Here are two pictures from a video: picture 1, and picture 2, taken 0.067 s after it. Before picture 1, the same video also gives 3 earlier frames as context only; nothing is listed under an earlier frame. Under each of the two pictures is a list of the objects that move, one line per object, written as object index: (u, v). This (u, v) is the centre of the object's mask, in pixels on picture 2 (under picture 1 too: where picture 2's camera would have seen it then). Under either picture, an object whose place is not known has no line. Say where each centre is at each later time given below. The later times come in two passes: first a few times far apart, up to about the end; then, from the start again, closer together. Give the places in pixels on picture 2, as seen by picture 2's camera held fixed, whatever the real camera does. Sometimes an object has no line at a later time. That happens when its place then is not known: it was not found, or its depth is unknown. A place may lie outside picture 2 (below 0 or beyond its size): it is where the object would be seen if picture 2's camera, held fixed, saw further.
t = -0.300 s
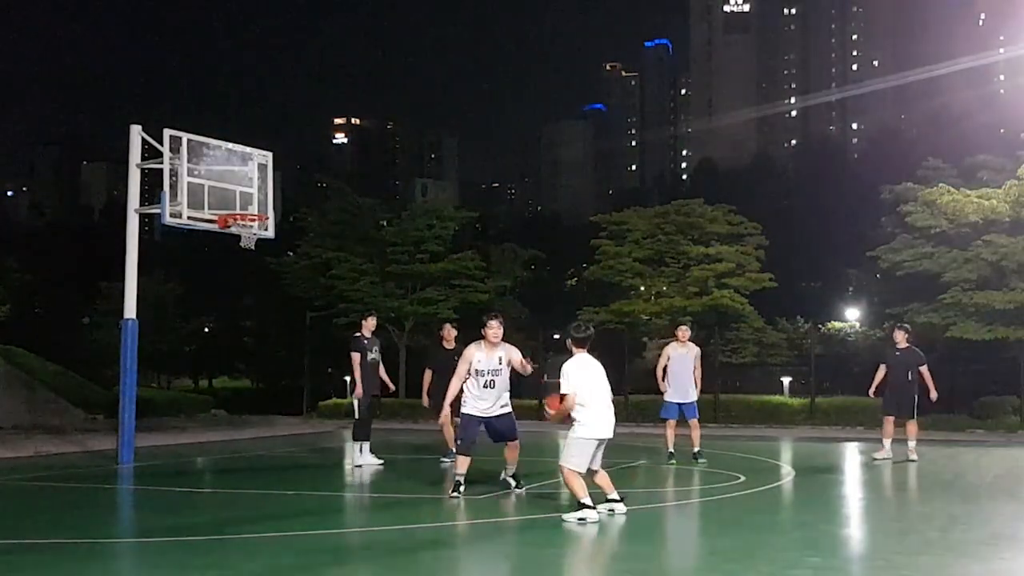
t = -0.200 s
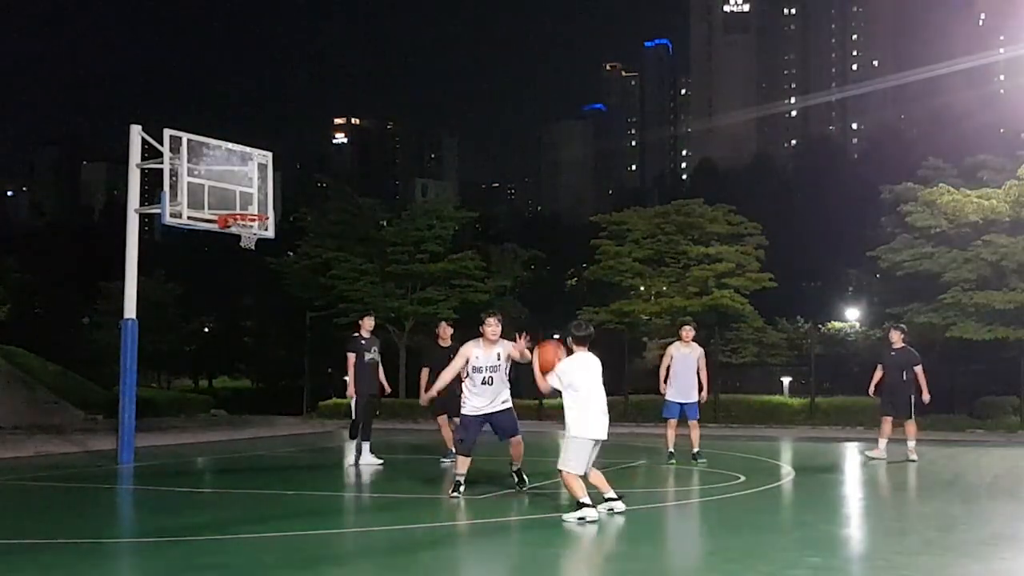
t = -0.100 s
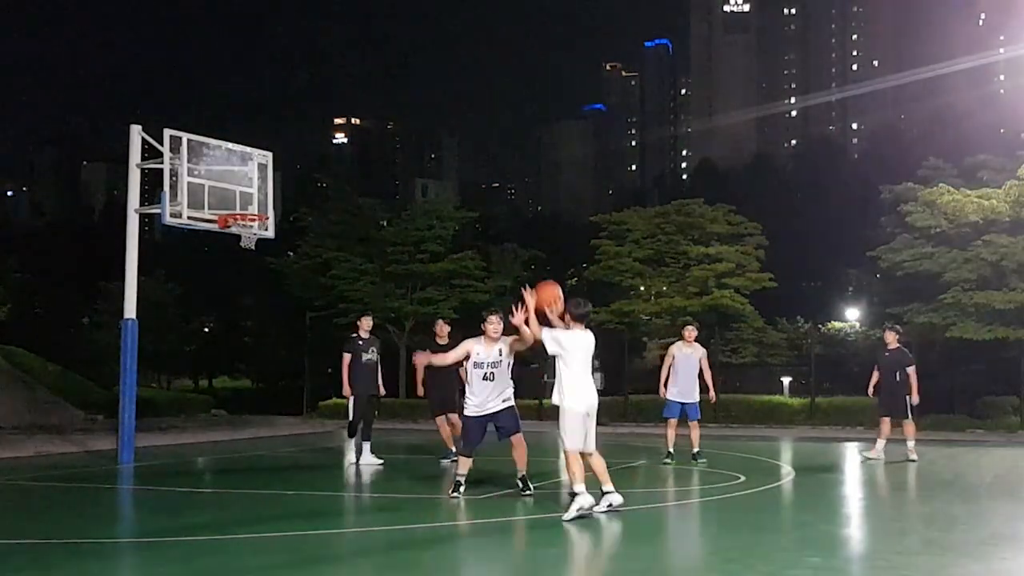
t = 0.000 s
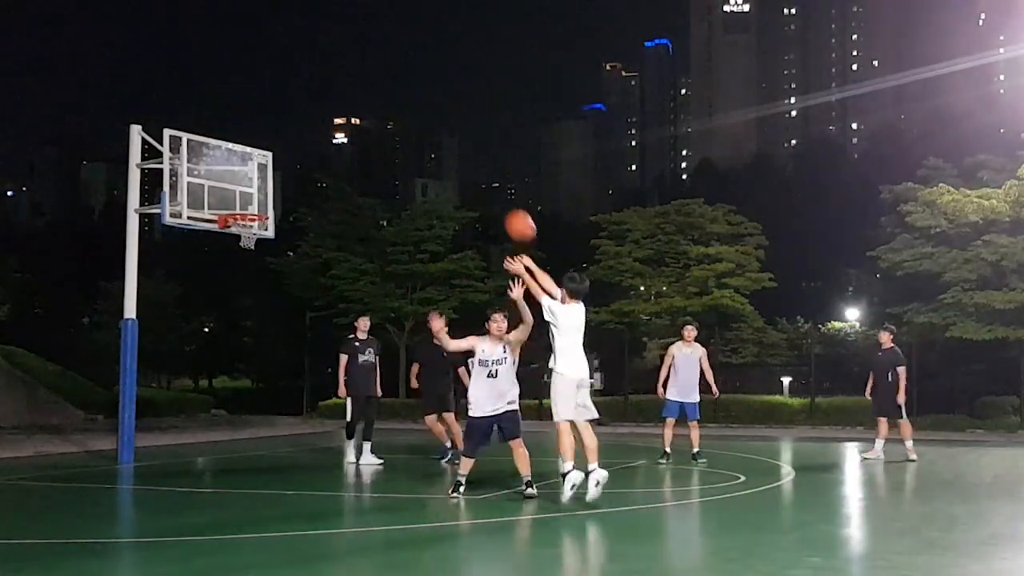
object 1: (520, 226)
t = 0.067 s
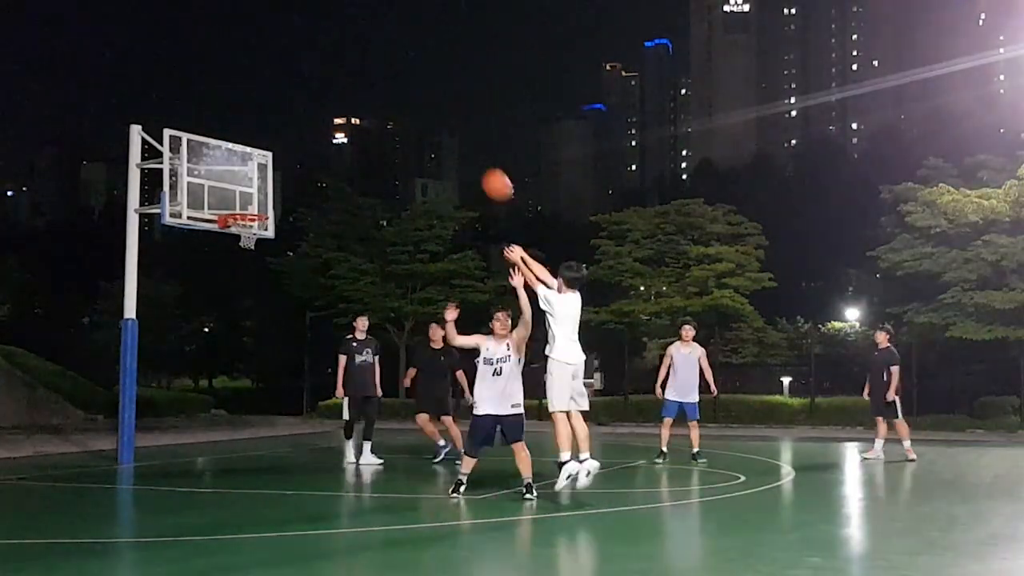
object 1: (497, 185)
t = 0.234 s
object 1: (444, 110)
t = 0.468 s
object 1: (381, 65)
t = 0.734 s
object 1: (320, 80)
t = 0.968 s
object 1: (273, 141)
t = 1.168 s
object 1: (242, 218)
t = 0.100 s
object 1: (486, 167)
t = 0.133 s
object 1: (475, 151)
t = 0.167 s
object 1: (464, 136)
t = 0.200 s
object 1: (454, 122)
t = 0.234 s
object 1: (444, 110)
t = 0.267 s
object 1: (435, 100)
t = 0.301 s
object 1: (425, 91)
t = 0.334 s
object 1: (416, 83)
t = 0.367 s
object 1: (407, 77)
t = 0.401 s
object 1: (398, 72)
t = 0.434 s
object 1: (390, 68)
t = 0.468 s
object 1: (381, 65)
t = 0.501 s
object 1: (373, 63)
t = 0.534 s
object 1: (365, 63)
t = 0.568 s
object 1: (357, 63)
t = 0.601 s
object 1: (349, 64)
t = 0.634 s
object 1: (342, 67)
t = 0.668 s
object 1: (334, 70)
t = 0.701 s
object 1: (327, 75)
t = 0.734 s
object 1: (320, 80)
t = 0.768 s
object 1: (312, 87)
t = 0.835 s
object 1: (299, 102)
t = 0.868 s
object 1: (292, 110)
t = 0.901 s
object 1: (285, 120)
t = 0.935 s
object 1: (279, 130)
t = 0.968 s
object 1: (273, 141)
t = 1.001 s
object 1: (267, 154)
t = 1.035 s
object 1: (260, 167)
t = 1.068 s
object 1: (254, 181)
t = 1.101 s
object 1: (248, 195)
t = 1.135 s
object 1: (242, 210)
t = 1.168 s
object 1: (242, 218)
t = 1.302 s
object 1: (269, 259)
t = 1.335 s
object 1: (275, 267)
